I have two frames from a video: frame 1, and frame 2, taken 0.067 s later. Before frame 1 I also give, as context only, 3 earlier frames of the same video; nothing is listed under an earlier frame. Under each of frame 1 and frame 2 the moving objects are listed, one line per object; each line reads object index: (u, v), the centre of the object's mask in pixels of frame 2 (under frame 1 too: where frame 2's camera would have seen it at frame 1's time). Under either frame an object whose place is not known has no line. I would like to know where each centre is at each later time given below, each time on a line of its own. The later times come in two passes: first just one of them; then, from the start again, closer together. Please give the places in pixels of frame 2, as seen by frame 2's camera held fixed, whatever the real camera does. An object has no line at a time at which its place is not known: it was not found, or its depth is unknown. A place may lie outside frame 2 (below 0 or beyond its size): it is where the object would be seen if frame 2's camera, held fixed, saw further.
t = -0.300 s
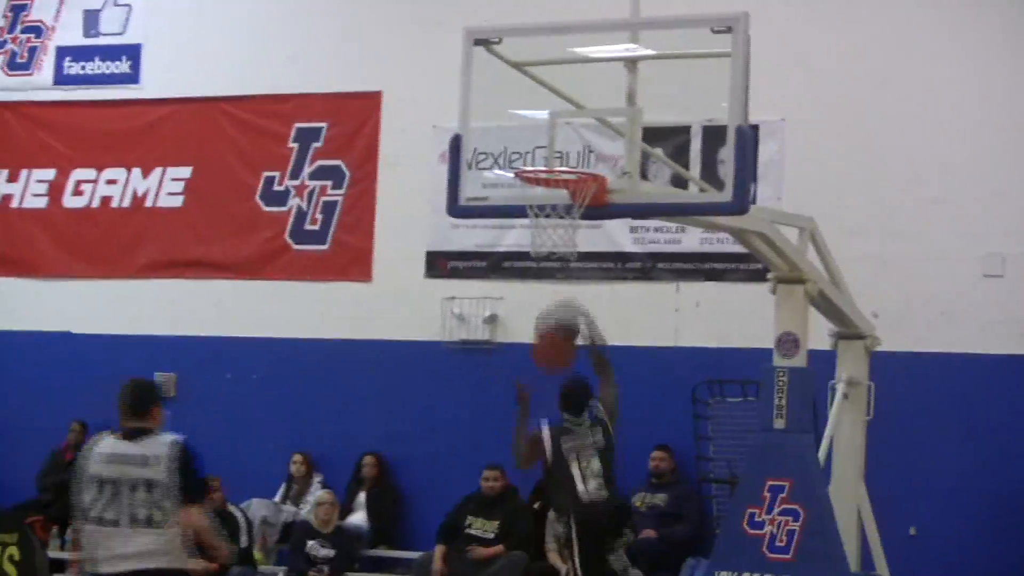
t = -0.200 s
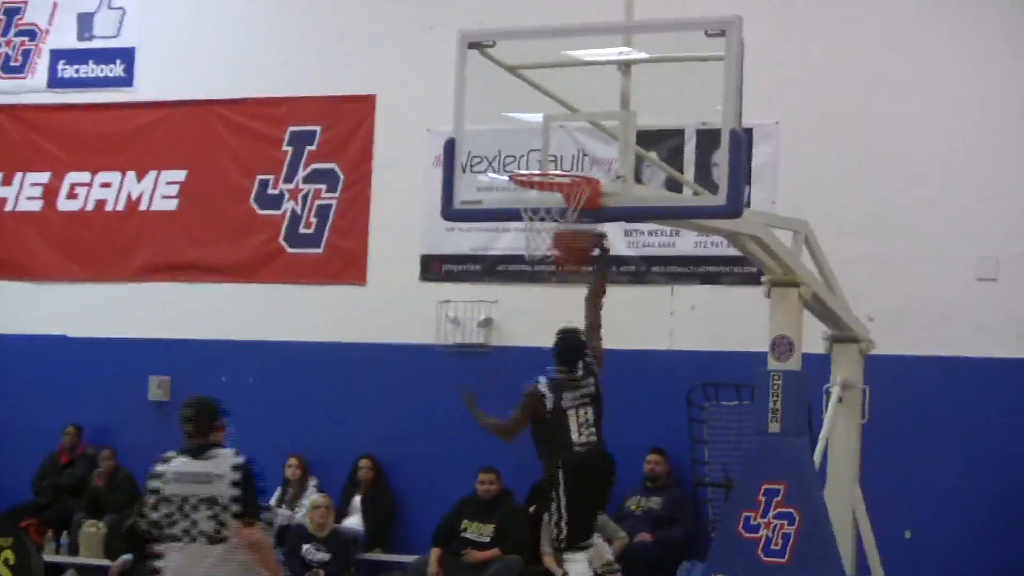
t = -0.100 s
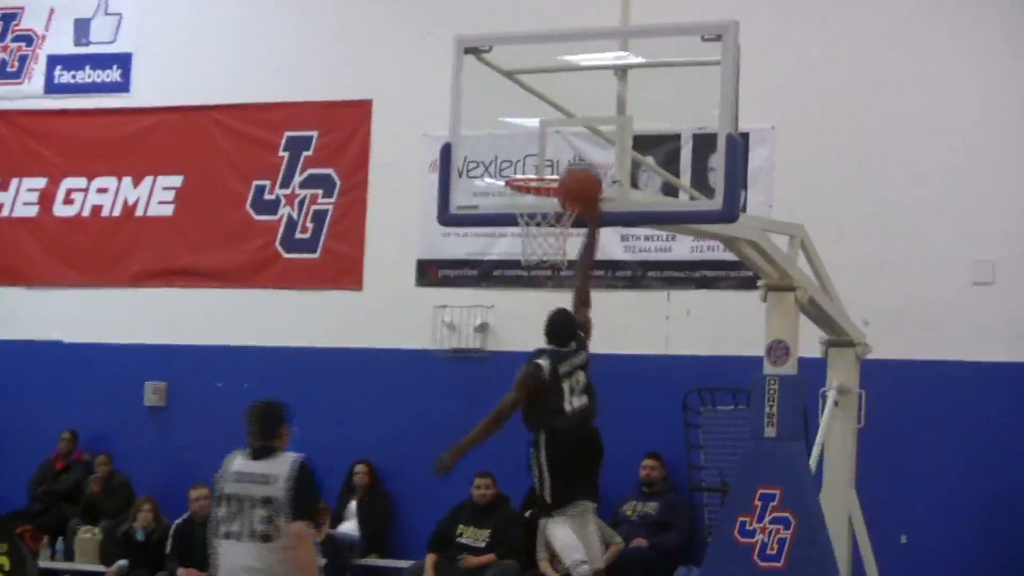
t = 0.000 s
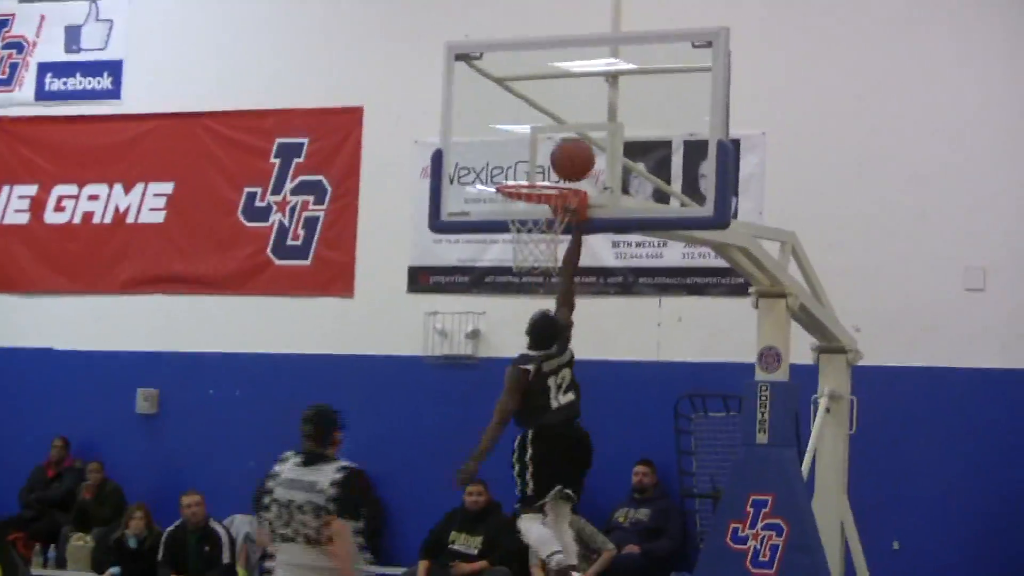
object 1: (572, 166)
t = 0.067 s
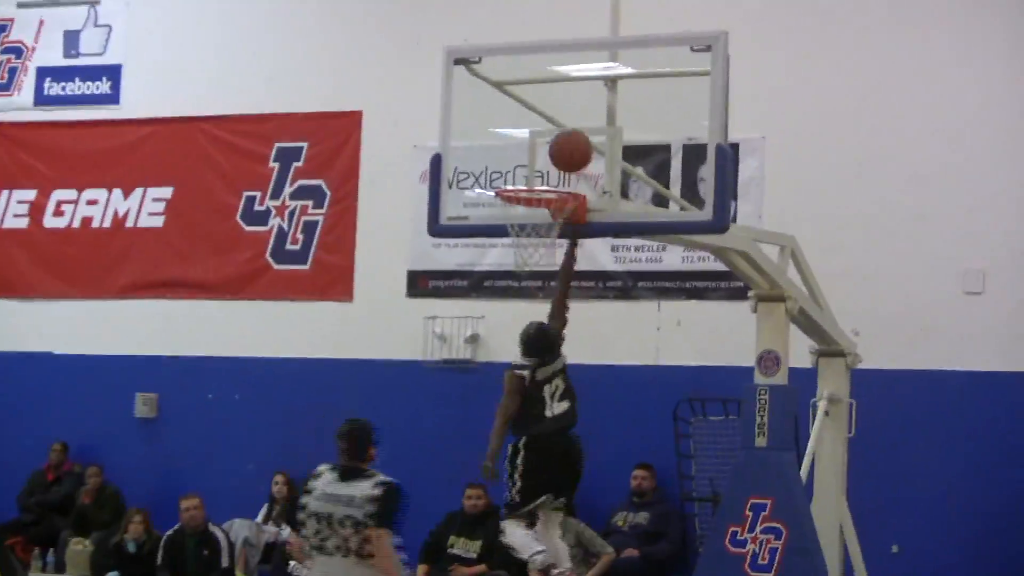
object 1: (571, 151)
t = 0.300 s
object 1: (567, 171)
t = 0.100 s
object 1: (571, 147)
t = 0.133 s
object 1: (573, 146)
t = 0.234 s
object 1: (570, 153)
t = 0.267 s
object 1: (569, 161)
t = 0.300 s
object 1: (567, 171)
